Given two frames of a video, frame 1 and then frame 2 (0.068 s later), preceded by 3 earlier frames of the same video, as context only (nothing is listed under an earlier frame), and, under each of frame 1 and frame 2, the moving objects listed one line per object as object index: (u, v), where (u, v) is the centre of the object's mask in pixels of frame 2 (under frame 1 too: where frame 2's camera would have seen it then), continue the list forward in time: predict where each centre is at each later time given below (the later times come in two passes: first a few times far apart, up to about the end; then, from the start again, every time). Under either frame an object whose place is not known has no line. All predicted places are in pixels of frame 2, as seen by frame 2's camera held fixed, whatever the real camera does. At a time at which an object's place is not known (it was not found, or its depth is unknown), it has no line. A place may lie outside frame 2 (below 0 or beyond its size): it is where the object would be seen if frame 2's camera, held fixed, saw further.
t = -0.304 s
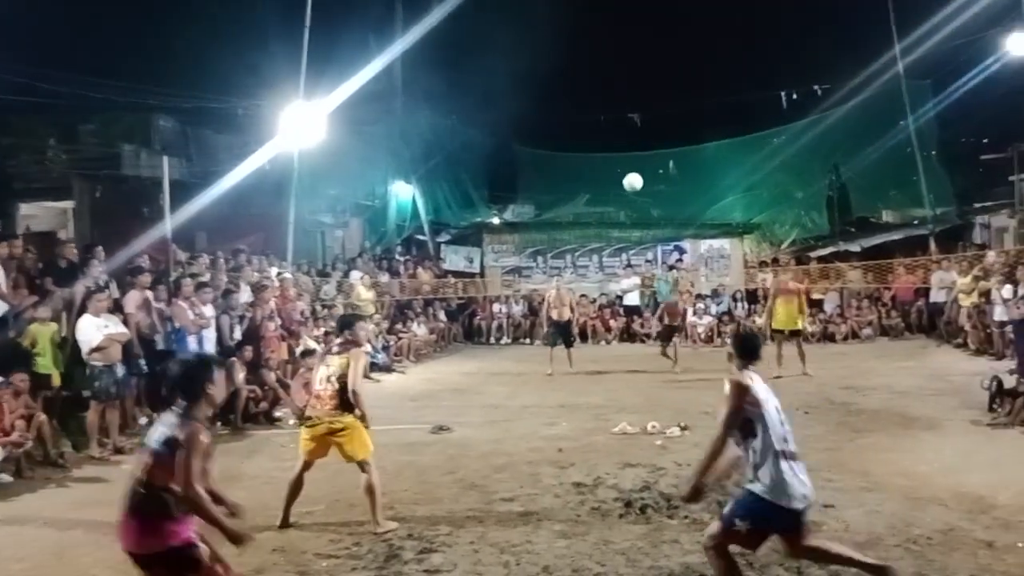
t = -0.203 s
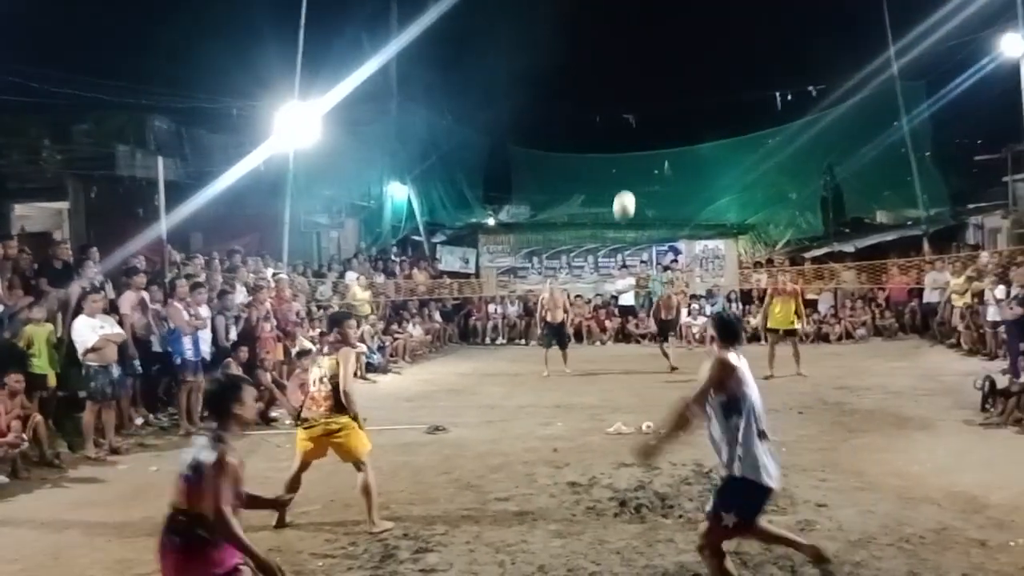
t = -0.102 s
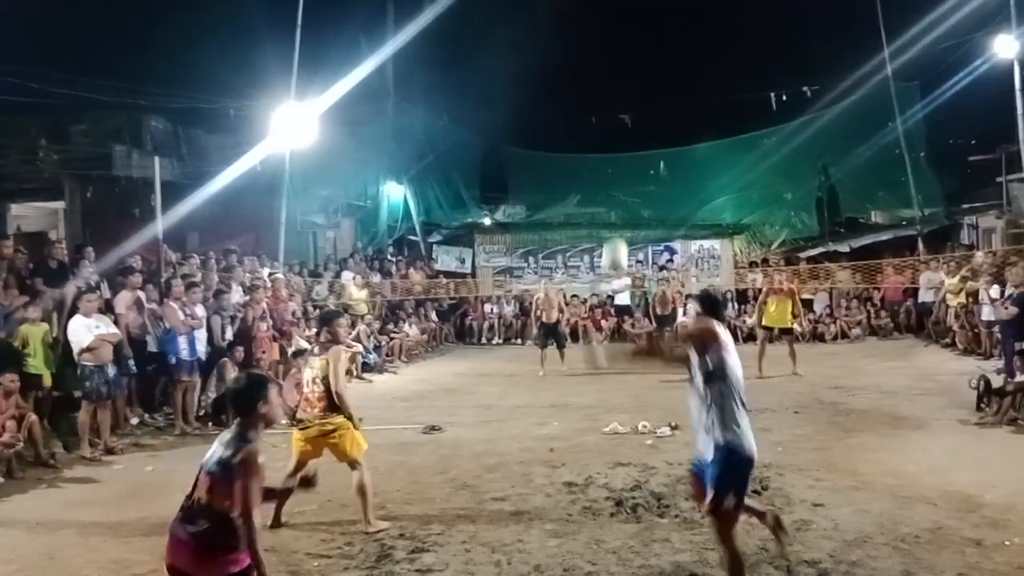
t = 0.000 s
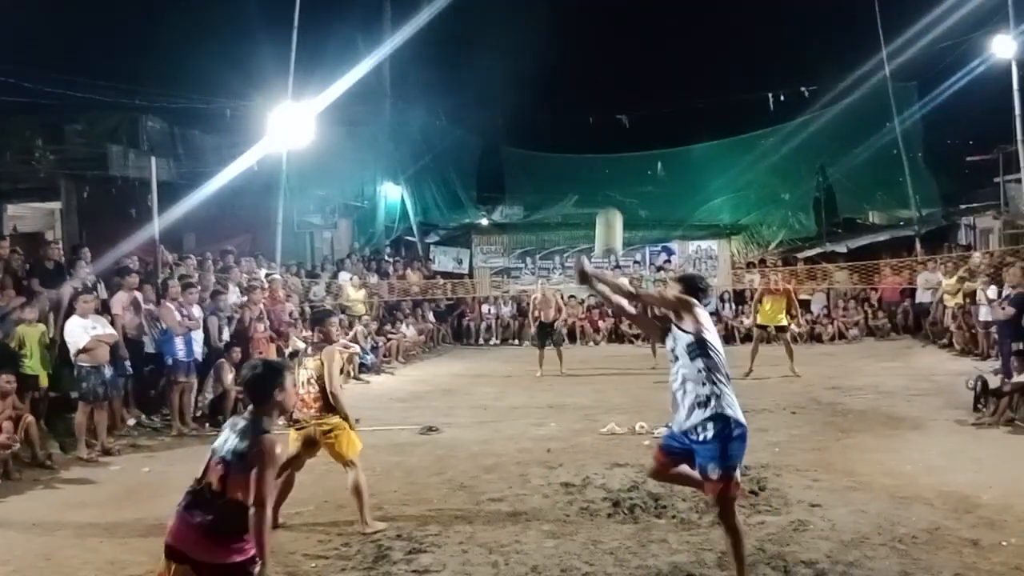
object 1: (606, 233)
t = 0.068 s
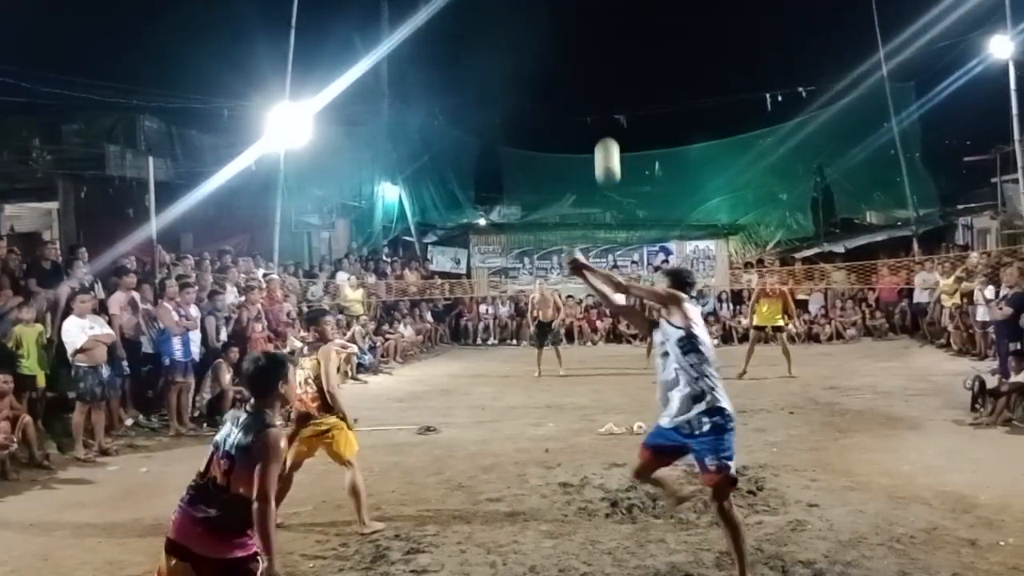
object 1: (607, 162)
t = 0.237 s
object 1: (609, 49)
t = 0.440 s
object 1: (611, 6)
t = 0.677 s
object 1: (612, 15)
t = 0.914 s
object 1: (613, 64)
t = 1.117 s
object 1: (616, 124)
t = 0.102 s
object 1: (608, 131)
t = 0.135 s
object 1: (608, 105)
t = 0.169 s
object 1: (608, 83)
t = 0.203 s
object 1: (608, 65)
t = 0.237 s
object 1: (609, 49)
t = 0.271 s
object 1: (609, 36)
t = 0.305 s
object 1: (609, 26)
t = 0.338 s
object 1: (609, 17)
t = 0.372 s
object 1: (610, 11)
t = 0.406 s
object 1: (610, 7)
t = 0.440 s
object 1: (611, 6)
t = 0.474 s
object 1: (611, 5)
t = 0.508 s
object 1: (612, 5)
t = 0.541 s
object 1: (612, 5)
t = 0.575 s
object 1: (612, 6)
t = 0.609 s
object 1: (612, 7)
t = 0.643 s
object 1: (612, 11)
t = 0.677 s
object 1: (612, 15)
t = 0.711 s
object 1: (613, 20)
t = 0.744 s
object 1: (613, 26)
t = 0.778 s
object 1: (613, 33)
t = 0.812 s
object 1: (613, 39)
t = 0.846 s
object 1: (613, 47)
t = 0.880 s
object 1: (613, 55)
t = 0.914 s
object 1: (613, 64)
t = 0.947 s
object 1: (614, 73)
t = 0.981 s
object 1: (614, 83)
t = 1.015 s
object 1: (615, 92)
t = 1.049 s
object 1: (616, 103)
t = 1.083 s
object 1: (616, 114)
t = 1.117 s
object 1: (616, 124)
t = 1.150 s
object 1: (618, 135)
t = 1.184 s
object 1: (618, 148)
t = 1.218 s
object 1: (619, 159)
